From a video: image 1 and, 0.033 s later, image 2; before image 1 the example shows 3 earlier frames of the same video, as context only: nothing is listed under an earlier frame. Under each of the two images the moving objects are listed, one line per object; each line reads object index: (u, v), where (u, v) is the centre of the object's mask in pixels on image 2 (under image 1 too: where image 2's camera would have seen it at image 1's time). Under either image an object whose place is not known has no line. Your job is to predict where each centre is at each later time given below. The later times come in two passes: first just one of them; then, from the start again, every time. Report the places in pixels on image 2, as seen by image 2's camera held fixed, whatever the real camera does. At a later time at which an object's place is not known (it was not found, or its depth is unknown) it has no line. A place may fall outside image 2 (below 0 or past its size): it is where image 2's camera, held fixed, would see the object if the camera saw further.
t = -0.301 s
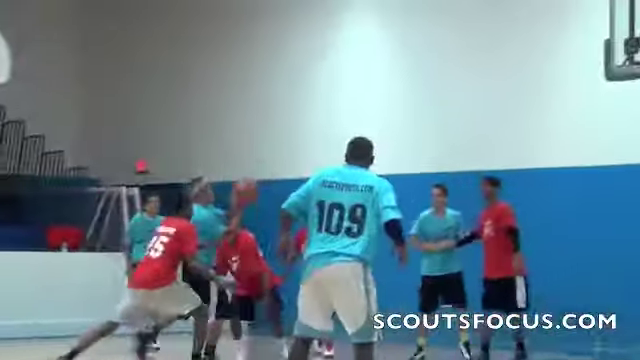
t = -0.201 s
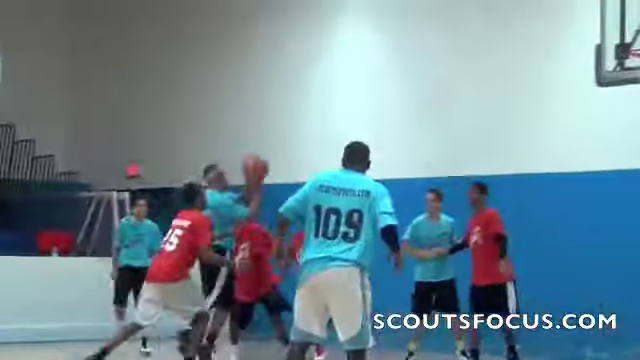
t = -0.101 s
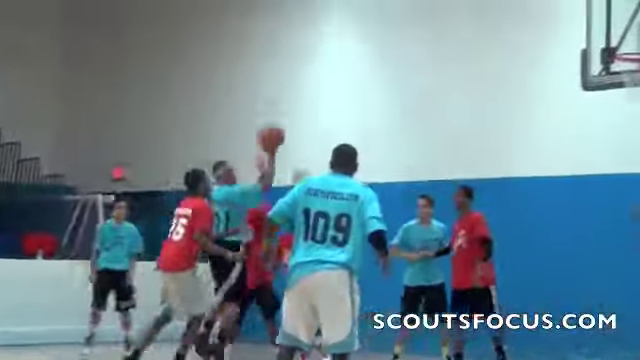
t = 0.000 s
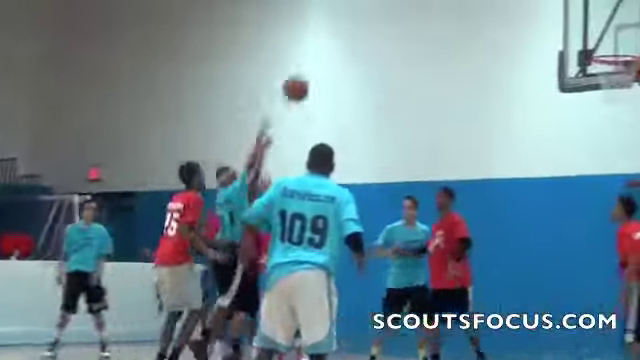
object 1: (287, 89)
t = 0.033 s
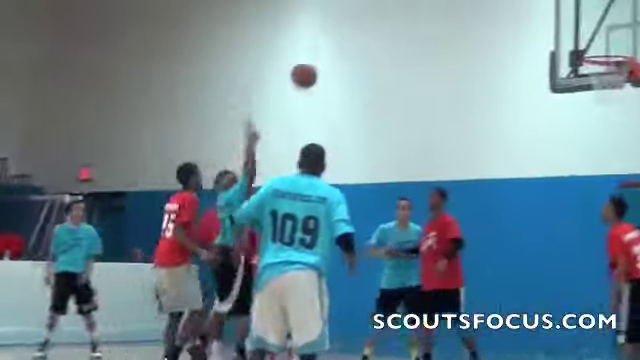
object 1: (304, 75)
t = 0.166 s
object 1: (368, 34)
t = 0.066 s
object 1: (320, 63)
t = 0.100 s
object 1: (337, 52)
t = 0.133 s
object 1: (353, 42)
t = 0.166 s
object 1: (368, 34)
